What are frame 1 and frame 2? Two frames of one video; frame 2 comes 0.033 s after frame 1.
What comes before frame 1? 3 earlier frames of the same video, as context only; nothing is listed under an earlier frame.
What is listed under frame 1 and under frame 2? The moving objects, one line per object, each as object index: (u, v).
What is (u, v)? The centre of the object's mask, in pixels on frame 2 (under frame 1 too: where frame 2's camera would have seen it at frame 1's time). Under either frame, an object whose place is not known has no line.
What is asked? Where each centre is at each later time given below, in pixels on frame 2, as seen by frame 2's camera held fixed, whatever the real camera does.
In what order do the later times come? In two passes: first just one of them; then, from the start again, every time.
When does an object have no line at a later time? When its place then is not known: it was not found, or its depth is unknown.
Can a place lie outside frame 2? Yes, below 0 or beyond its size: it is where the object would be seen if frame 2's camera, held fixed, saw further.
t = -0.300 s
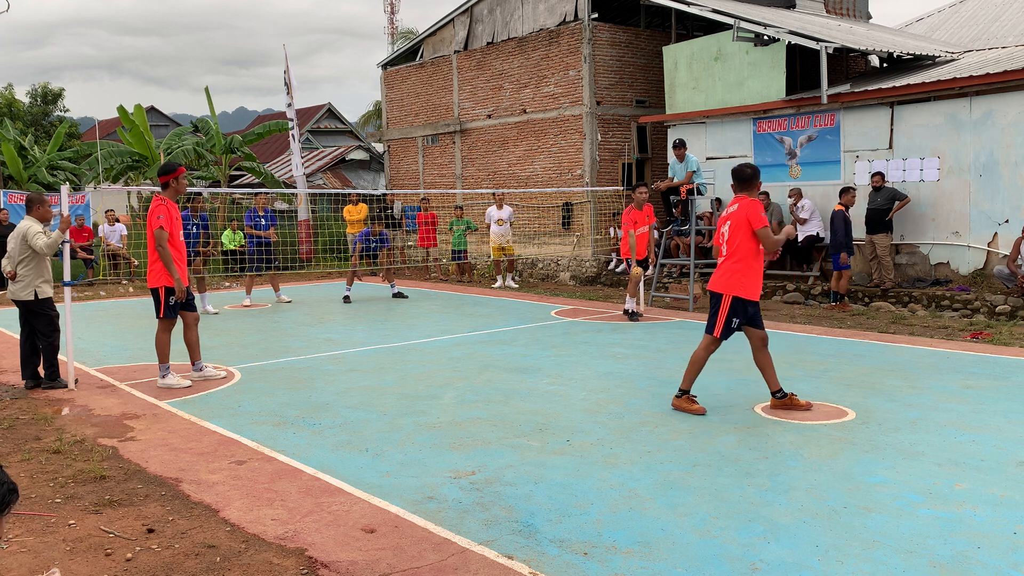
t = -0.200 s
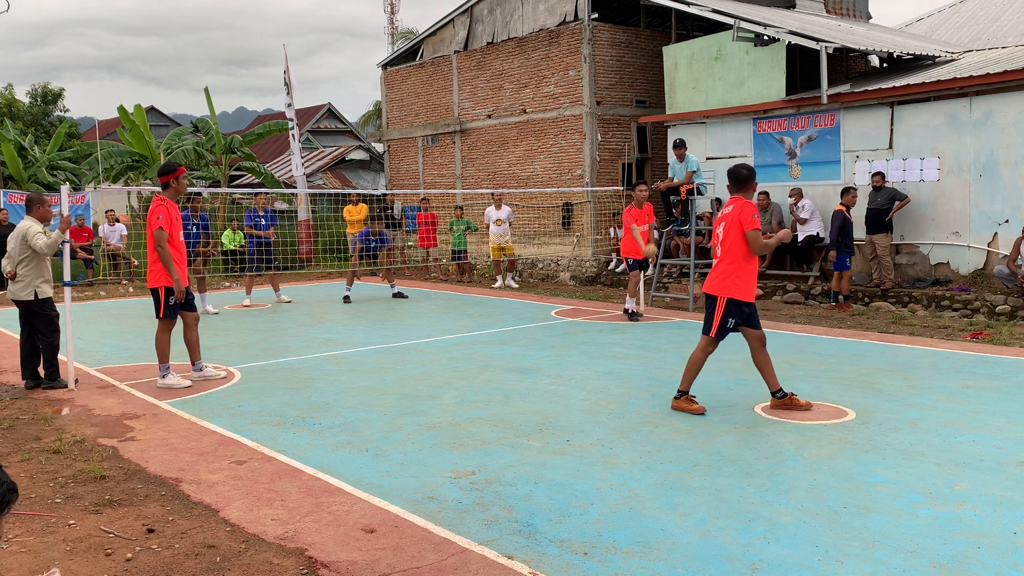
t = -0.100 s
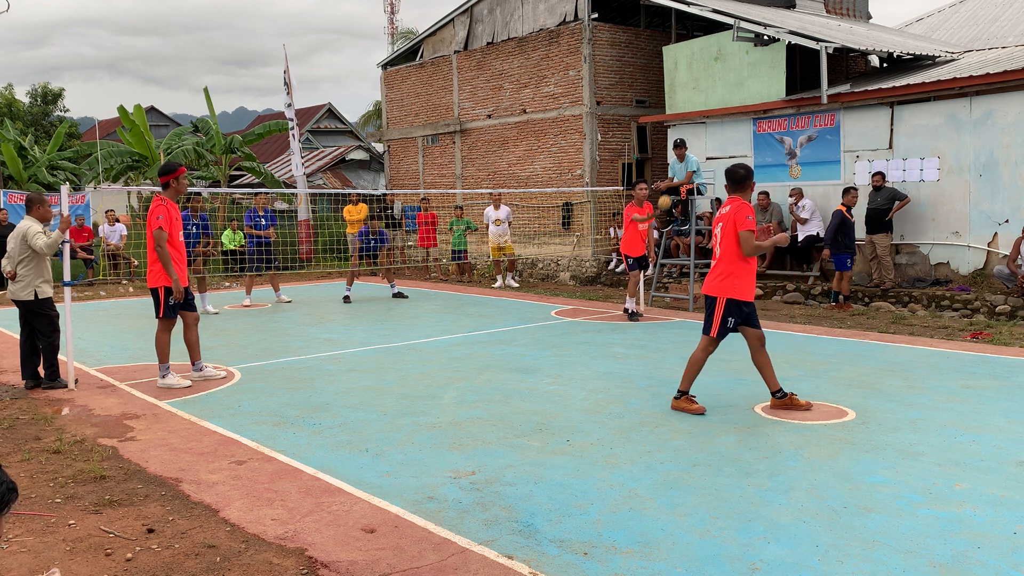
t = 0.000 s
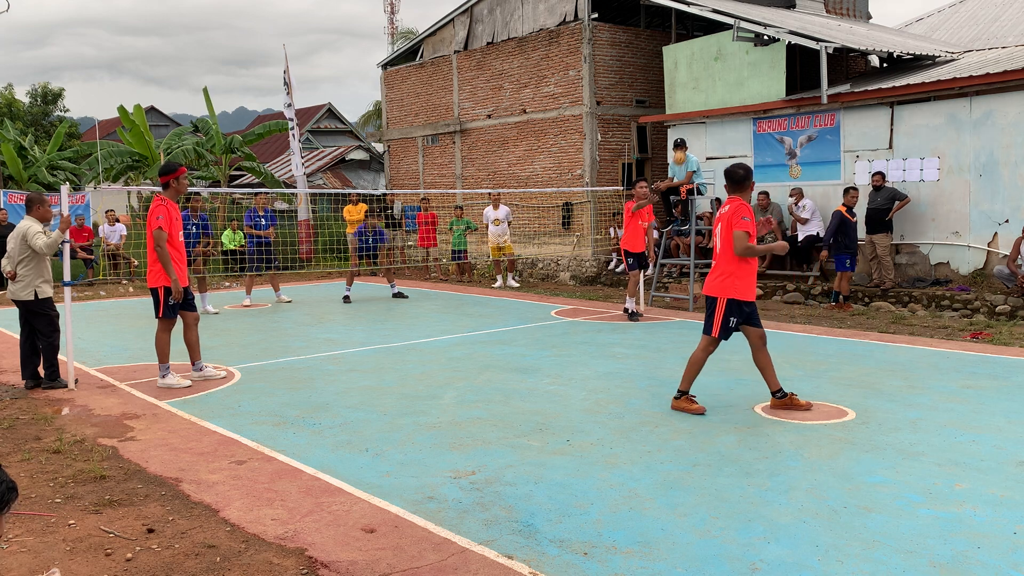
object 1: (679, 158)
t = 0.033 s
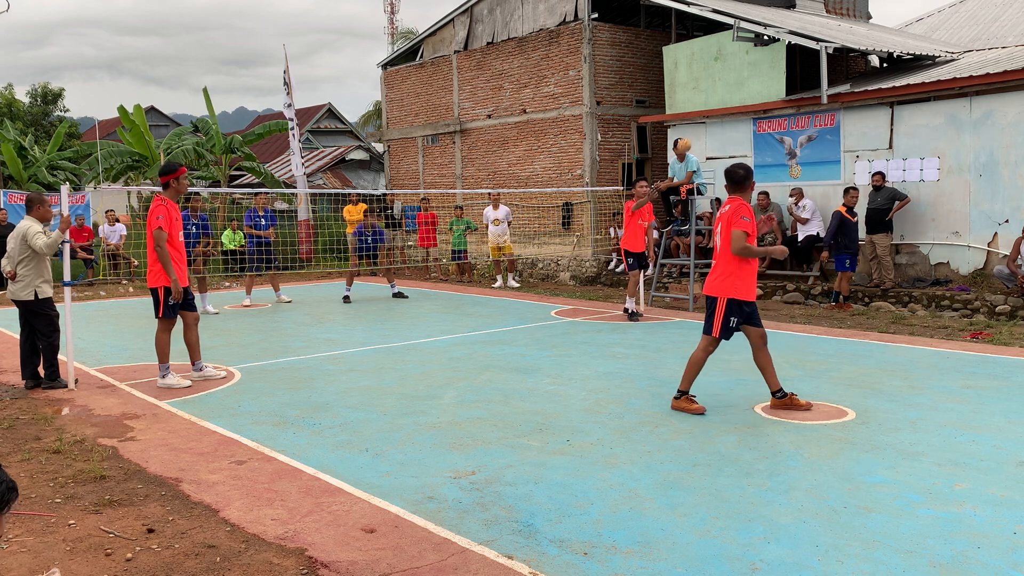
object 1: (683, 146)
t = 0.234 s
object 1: (717, 84)
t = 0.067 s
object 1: (689, 133)
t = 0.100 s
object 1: (695, 121)
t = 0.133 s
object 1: (700, 111)
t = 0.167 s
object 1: (706, 101)
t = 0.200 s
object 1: (711, 93)
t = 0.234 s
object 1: (717, 84)
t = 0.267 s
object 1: (723, 78)
